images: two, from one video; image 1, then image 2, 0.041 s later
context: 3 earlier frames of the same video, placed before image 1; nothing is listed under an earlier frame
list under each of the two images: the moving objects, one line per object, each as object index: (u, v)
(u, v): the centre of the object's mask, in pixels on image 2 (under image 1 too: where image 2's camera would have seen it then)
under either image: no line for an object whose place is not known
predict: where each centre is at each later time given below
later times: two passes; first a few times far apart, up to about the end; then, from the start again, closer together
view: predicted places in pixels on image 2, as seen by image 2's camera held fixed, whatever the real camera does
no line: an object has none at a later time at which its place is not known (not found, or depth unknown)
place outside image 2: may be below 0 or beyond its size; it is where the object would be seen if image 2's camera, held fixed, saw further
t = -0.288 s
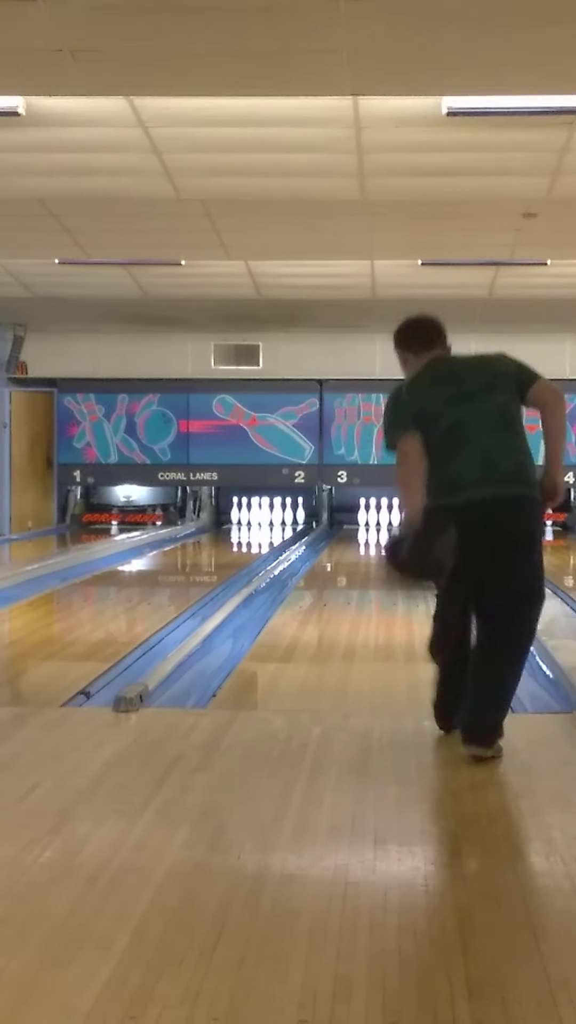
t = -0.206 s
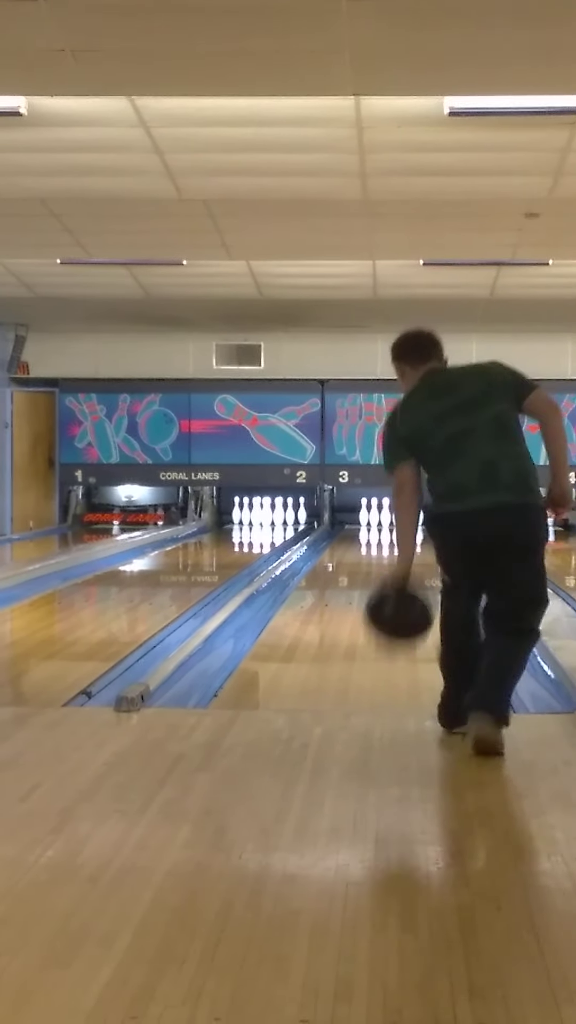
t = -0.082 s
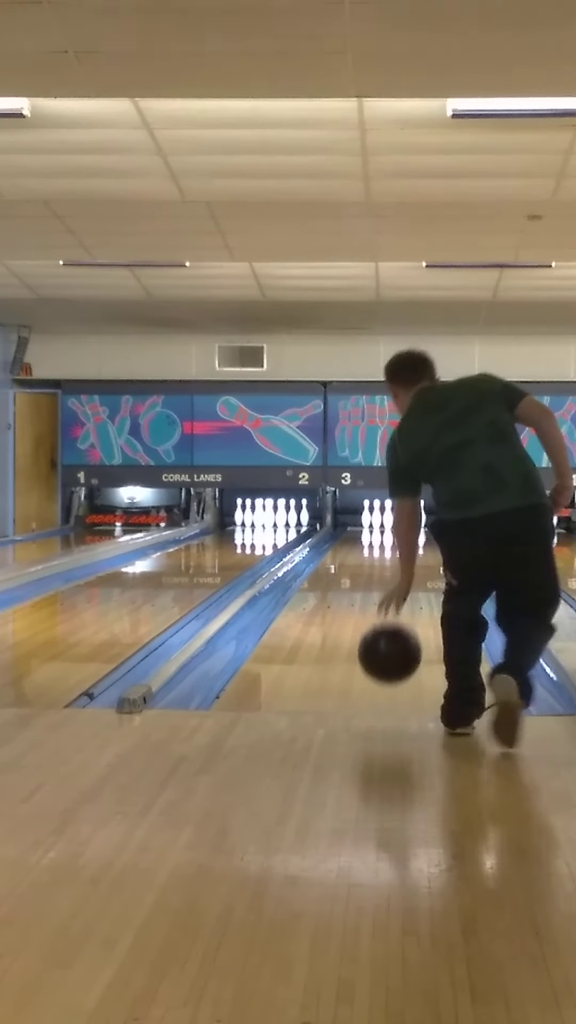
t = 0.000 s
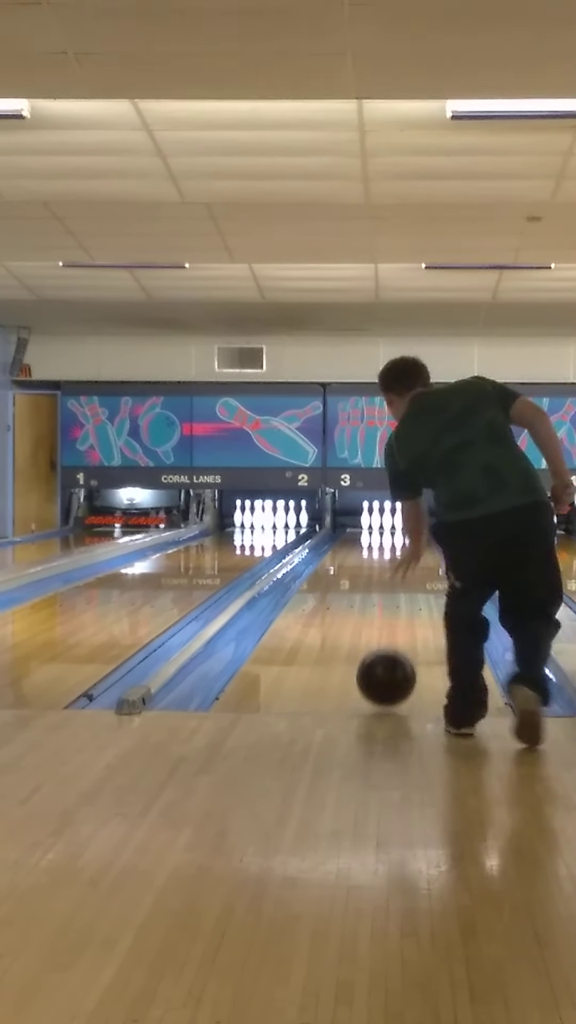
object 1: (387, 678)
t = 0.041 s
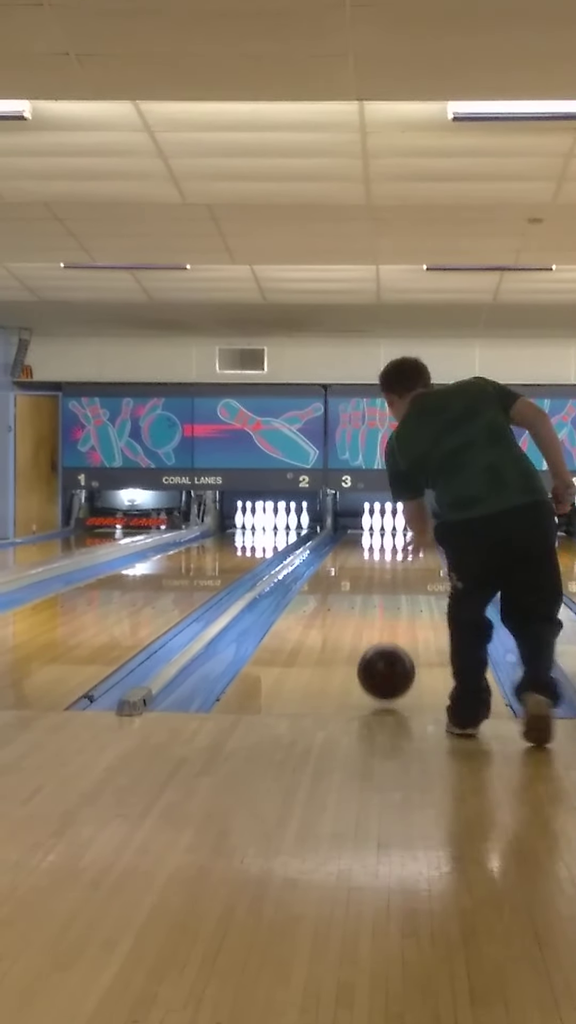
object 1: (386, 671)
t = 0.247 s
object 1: (382, 647)
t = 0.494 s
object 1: (378, 621)
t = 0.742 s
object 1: (376, 602)
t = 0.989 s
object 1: (375, 588)
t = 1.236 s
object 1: (374, 576)
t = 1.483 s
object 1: (373, 567)
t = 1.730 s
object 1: (373, 560)
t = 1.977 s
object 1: (372, 553)
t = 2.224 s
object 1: (372, 548)
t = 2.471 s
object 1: (372, 543)
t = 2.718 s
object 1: (372, 540)
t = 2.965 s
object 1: (373, 536)
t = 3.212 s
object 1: (373, 533)
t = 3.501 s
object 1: (375, 531)
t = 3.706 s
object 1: (375, 529)
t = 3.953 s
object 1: (376, 527)
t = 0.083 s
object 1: (385, 666)
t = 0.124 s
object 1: (384, 662)
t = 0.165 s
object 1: (383, 657)
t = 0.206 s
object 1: (383, 652)
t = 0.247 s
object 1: (382, 647)
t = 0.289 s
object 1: (381, 642)
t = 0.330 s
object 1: (381, 638)
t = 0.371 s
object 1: (380, 634)
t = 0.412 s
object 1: (379, 629)
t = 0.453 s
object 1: (379, 625)
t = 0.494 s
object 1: (378, 621)
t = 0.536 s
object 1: (378, 618)
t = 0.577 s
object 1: (378, 615)
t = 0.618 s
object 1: (377, 611)
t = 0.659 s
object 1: (377, 608)
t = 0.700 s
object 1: (376, 605)
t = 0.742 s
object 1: (376, 602)
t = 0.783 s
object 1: (376, 600)
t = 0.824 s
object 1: (376, 597)
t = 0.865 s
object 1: (375, 595)
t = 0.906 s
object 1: (375, 592)
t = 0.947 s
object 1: (375, 590)
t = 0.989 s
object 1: (375, 588)
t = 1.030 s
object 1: (375, 586)
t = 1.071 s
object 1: (374, 584)
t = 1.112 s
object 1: (374, 582)
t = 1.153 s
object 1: (374, 580)
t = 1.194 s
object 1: (374, 578)
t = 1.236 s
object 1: (374, 576)
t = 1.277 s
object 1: (374, 575)
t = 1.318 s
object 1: (374, 573)
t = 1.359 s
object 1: (373, 571)
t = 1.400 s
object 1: (373, 570)
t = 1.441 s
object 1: (373, 569)
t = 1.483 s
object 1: (373, 567)
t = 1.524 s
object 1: (373, 566)
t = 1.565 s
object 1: (373, 565)
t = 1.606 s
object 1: (373, 563)
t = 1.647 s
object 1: (372, 562)
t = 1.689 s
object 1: (372, 561)
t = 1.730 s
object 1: (373, 560)
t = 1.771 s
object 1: (373, 559)
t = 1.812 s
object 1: (372, 558)
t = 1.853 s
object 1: (372, 557)
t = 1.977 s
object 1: (372, 553)
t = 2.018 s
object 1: (372, 553)
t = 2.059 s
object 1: (372, 552)
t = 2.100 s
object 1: (372, 551)
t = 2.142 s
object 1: (372, 550)
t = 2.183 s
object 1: (372, 549)
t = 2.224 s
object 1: (372, 548)
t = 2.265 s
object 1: (372, 547)
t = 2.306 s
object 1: (372, 546)
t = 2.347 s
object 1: (372, 546)
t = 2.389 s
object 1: (372, 545)
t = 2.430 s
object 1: (372, 544)
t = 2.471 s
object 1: (372, 543)
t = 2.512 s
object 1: (372, 543)
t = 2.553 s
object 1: (372, 542)
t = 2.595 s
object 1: (372, 541)
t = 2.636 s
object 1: (372, 541)
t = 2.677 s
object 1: (372, 540)
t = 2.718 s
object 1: (372, 540)
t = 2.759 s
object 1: (372, 539)
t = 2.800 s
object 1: (372, 538)
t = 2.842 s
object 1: (372, 538)
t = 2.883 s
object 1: (372, 537)
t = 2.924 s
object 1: (372, 537)
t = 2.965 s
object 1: (373, 536)
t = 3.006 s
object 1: (373, 535)
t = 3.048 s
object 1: (373, 535)
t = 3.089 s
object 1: (373, 535)
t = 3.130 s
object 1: (373, 534)
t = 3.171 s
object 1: (373, 534)
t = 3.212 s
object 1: (373, 533)
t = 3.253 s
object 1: (373, 533)
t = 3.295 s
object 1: (374, 533)
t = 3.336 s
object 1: (374, 532)
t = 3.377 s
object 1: (374, 532)
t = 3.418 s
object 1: (374, 531)
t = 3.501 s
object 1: (375, 531)
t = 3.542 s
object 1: (374, 530)
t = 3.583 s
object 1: (374, 530)
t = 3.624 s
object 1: (375, 529)
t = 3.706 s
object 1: (375, 529)
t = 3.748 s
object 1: (375, 529)
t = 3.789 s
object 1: (375, 529)
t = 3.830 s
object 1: (375, 528)
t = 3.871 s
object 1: (376, 527)
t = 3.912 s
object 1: (375, 527)
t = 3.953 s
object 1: (376, 527)
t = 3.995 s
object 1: (376, 527)
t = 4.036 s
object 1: (376, 526)
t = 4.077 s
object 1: (376, 526)
